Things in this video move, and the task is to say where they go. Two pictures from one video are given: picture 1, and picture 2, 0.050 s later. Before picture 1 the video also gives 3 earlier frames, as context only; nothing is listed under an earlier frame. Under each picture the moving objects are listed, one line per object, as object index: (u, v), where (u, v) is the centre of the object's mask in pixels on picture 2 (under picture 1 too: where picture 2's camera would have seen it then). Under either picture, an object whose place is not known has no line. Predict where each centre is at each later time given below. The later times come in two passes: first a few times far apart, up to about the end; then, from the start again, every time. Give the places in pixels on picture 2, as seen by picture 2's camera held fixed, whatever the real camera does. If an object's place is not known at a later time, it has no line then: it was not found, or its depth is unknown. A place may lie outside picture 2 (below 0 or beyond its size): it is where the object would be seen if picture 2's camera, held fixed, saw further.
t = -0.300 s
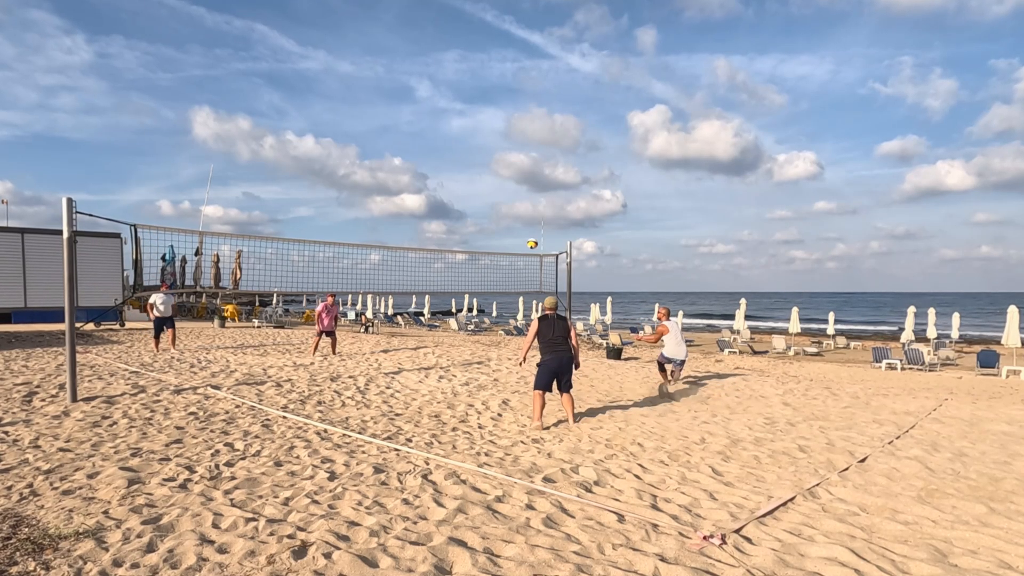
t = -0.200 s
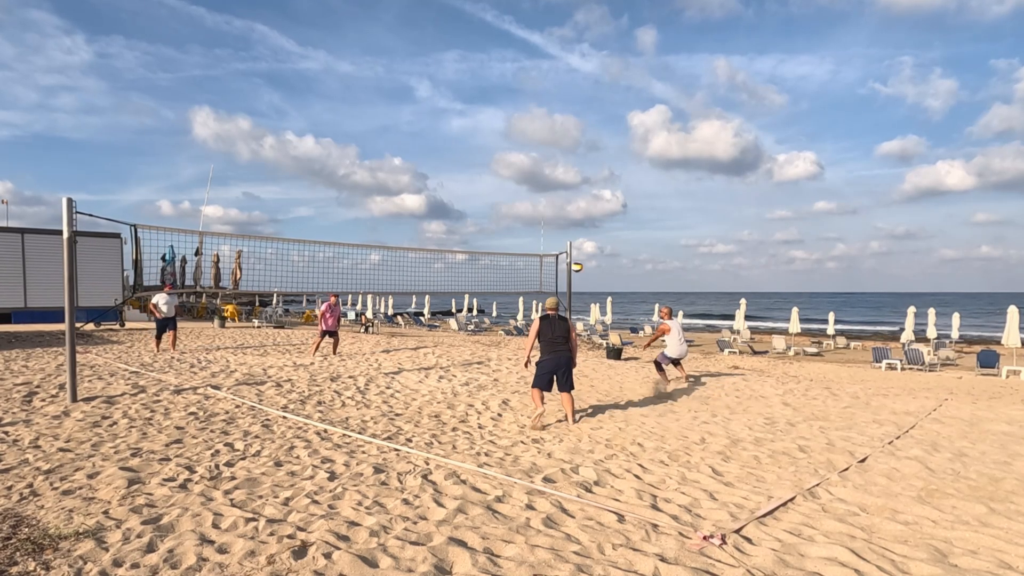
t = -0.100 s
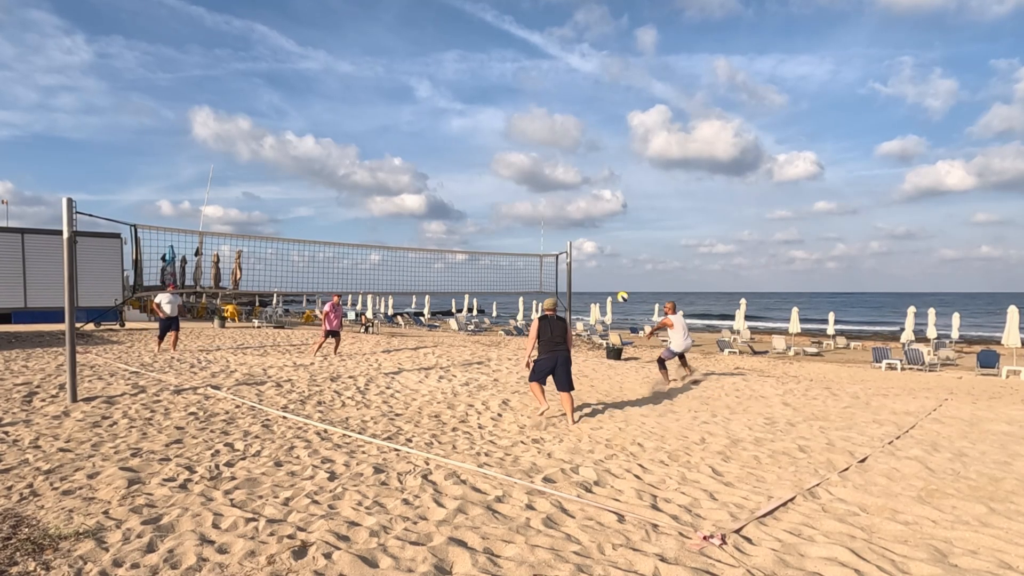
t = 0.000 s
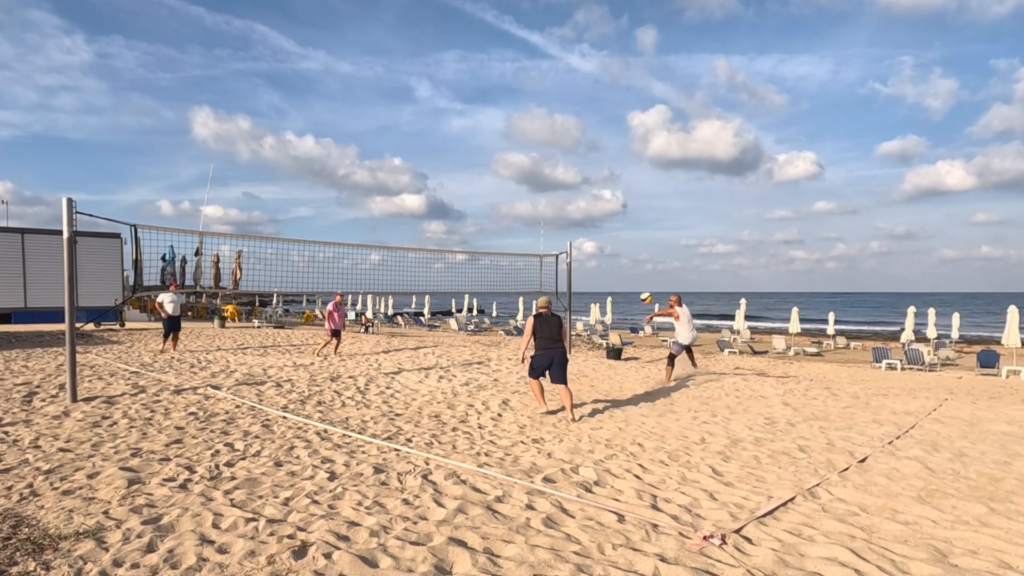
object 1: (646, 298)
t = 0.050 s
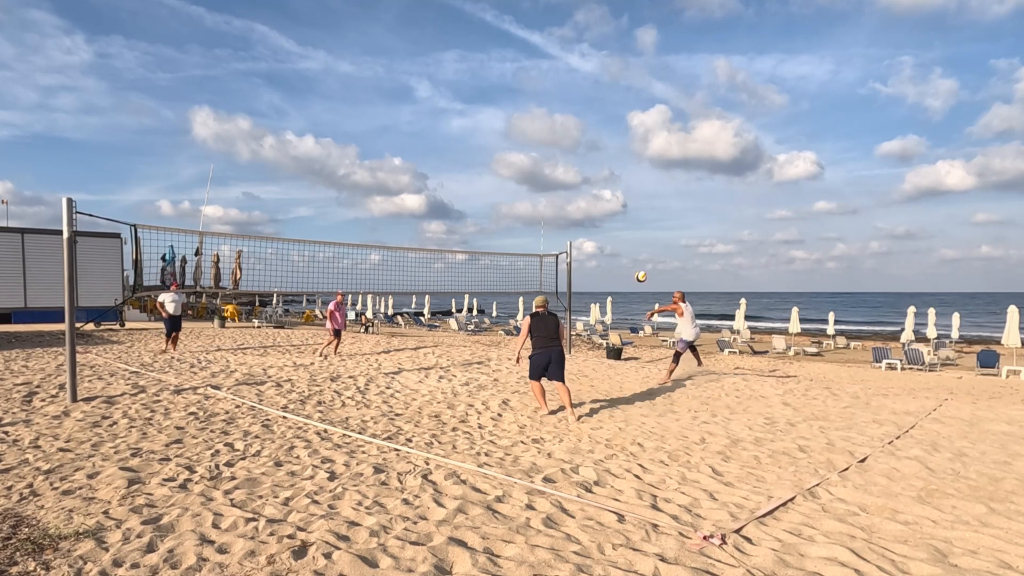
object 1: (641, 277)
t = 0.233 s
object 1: (623, 209)
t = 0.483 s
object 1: (600, 145)
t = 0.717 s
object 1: (579, 115)
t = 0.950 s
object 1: (559, 115)
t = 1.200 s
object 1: (538, 149)
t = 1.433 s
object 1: (519, 211)
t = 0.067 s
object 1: (639, 270)
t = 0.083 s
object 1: (637, 263)
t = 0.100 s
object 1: (636, 256)
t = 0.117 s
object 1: (634, 250)
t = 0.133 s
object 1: (632, 244)
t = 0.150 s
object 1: (630, 238)
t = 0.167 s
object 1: (629, 232)
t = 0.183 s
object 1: (627, 226)
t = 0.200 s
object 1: (626, 220)
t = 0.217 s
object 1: (624, 215)
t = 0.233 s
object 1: (623, 209)
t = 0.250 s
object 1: (621, 204)
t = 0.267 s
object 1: (620, 199)
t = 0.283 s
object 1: (618, 194)
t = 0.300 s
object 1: (617, 189)
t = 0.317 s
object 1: (615, 184)
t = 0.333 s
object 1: (613, 180)
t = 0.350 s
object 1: (612, 175)
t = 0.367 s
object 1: (610, 171)
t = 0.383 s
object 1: (608, 167)
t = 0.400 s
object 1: (607, 163)
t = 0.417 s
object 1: (605, 159)
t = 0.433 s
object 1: (604, 155)
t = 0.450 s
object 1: (602, 152)
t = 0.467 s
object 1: (601, 148)
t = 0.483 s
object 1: (600, 145)
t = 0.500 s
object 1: (598, 142)
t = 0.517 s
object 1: (597, 139)
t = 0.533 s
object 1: (595, 136)
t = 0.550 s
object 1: (594, 134)
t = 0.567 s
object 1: (593, 131)
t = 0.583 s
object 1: (591, 129)
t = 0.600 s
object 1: (589, 127)
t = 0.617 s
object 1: (588, 125)
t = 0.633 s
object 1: (586, 123)
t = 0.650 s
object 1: (585, 121)
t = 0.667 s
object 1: (583, 119)
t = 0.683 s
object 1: (582, 118)
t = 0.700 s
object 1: (580, 117)
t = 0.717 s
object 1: (579, 115)
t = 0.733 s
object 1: (578, 114)
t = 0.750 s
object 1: (576, 114)
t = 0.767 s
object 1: (575, 113)
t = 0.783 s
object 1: (574, 112)
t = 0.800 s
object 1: (572, 112)
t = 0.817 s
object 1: (571, 112)
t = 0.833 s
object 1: (569, 112)
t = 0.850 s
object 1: (568, 112)
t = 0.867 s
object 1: (566, 112)
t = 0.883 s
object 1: (565, 112)
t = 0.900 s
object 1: (563, 113)
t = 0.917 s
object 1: (562, 114)
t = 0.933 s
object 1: (561, 114)
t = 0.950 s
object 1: (559, 115)
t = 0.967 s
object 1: (558, 117)
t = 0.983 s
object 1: (556, 118)
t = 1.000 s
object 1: (555, 120)
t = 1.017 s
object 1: (553, 121)
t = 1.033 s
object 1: (552, 123)
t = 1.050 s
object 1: (551, 125)
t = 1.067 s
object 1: (550, 127)
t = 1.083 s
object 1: (548, 129)
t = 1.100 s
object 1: (546, 132)
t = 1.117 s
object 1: (545, 134)
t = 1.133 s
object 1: (544, 137)
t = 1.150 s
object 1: (542, 140)
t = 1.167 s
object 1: (541, 142)
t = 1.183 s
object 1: (539, 146)
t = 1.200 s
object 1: (538, 149)
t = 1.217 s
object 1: (537, 153)
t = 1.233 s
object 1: (535, 156)
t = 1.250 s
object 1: (534, 160)
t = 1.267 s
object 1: (533, 164)
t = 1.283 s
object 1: (531, 168)
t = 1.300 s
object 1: (530, 172)
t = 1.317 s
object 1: (528, 176)
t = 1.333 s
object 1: (527, 181)
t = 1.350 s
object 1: (526, 186)
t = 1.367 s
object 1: (524, 191)
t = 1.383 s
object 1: (523, 195)
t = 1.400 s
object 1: (522, 201)
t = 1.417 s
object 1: (521, 206)
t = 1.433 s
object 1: (519, 211)
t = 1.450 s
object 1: (518, 217)
